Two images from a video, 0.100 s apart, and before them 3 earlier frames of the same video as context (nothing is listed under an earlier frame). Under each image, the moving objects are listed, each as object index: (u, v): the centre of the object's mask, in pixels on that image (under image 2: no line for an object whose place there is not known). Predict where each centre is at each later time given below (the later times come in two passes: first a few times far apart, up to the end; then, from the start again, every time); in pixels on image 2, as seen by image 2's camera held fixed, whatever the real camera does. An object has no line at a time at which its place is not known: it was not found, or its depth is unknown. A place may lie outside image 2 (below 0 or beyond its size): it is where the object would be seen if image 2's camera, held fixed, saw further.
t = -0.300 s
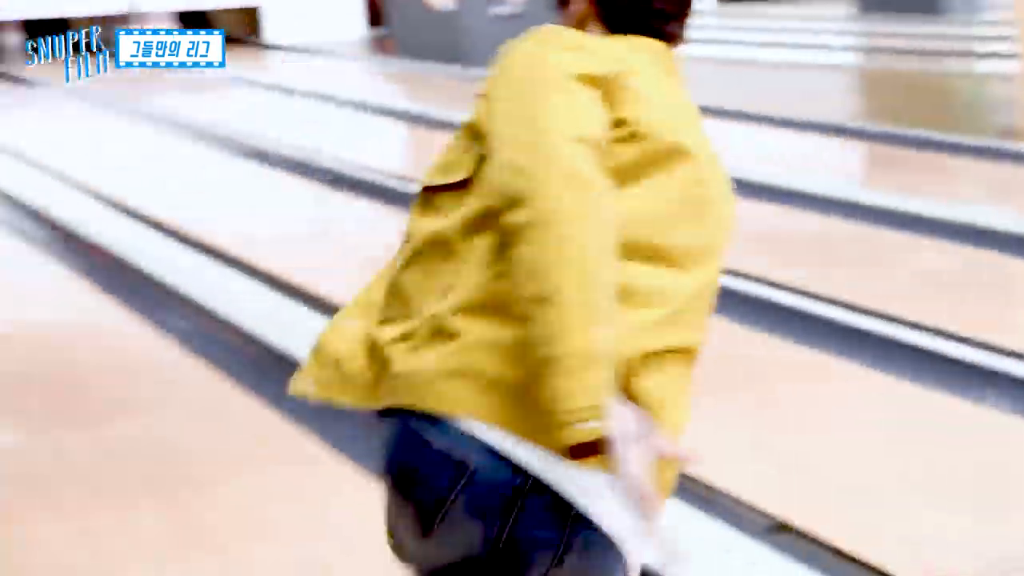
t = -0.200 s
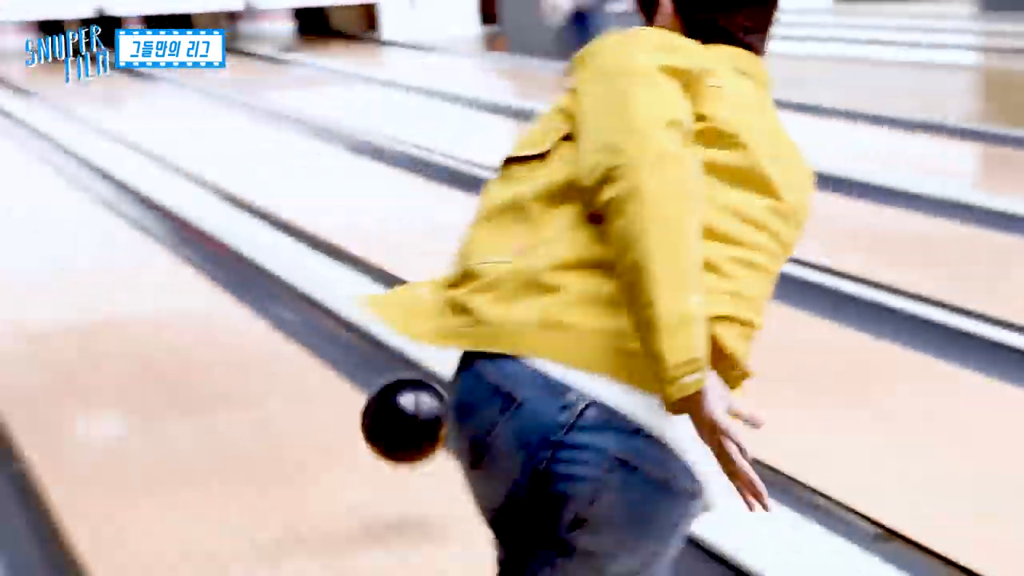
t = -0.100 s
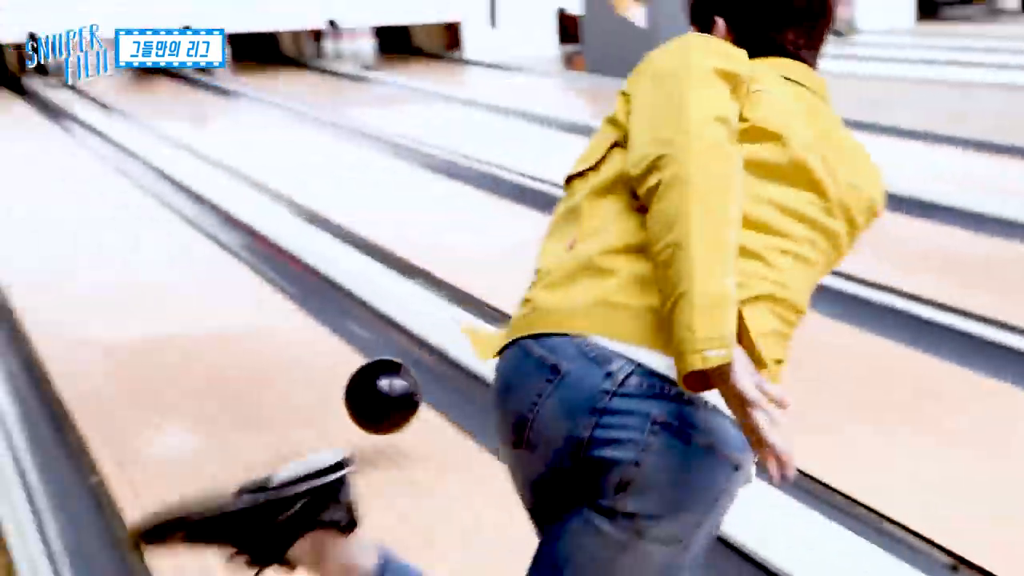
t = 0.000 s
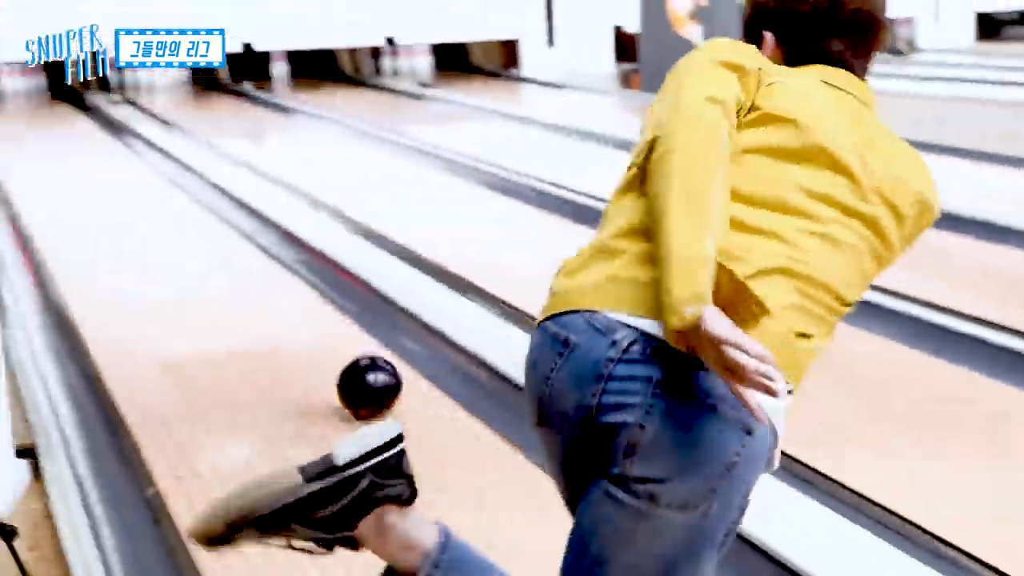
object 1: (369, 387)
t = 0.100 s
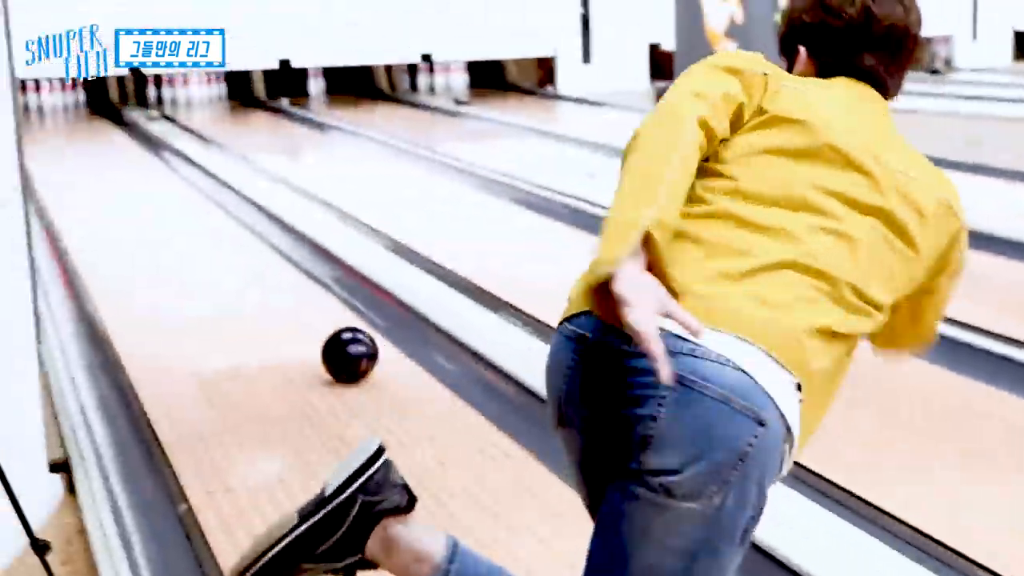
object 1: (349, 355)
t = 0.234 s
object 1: (297, 304)
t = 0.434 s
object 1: (242, 250)
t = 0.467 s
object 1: (235, 243)
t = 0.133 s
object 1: (335, 341)
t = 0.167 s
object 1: (321, 327)
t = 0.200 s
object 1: (309, 315)
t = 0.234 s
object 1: (297, 304)
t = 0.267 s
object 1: (287, 293)
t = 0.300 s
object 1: (276, 283)
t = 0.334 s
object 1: (267, 274)
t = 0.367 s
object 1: (258, 266)
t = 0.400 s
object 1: (250, 258)
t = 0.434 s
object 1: (242, 250)
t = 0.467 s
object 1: (235, 243)
